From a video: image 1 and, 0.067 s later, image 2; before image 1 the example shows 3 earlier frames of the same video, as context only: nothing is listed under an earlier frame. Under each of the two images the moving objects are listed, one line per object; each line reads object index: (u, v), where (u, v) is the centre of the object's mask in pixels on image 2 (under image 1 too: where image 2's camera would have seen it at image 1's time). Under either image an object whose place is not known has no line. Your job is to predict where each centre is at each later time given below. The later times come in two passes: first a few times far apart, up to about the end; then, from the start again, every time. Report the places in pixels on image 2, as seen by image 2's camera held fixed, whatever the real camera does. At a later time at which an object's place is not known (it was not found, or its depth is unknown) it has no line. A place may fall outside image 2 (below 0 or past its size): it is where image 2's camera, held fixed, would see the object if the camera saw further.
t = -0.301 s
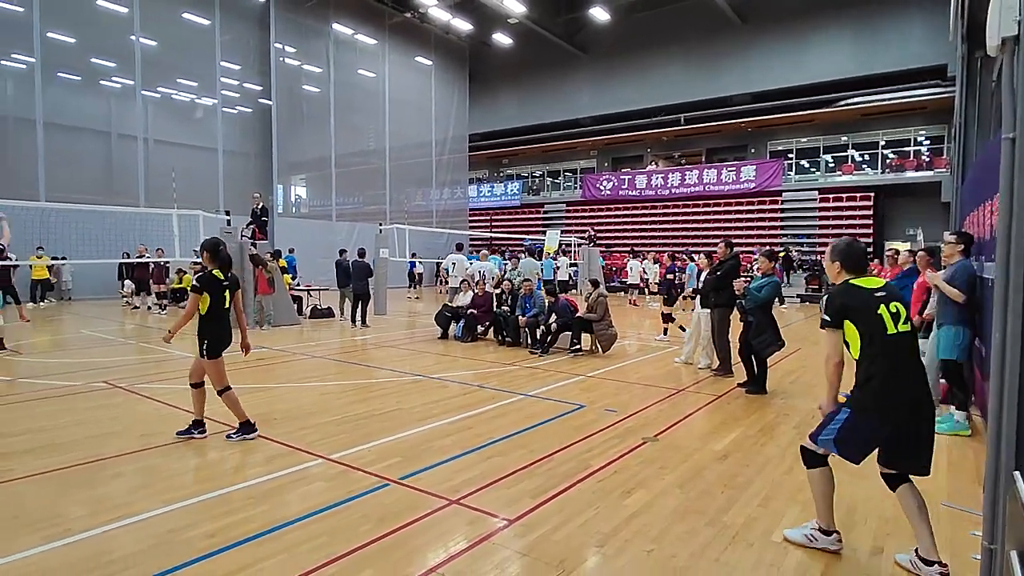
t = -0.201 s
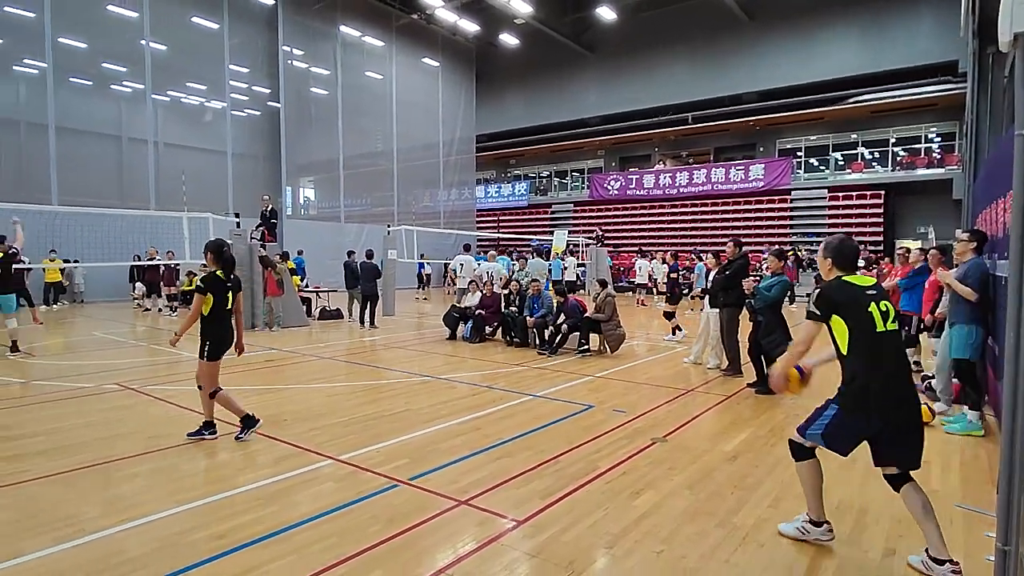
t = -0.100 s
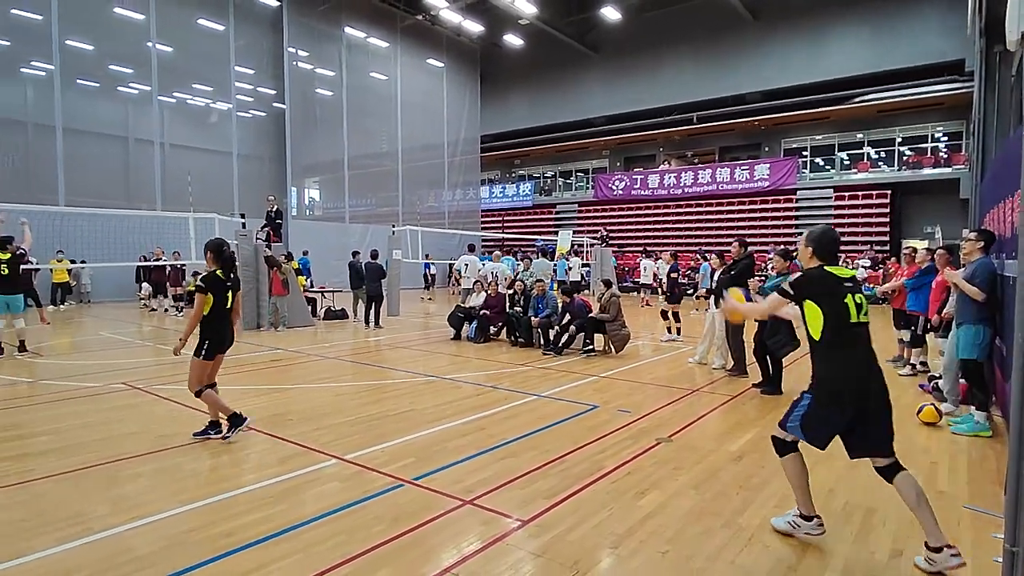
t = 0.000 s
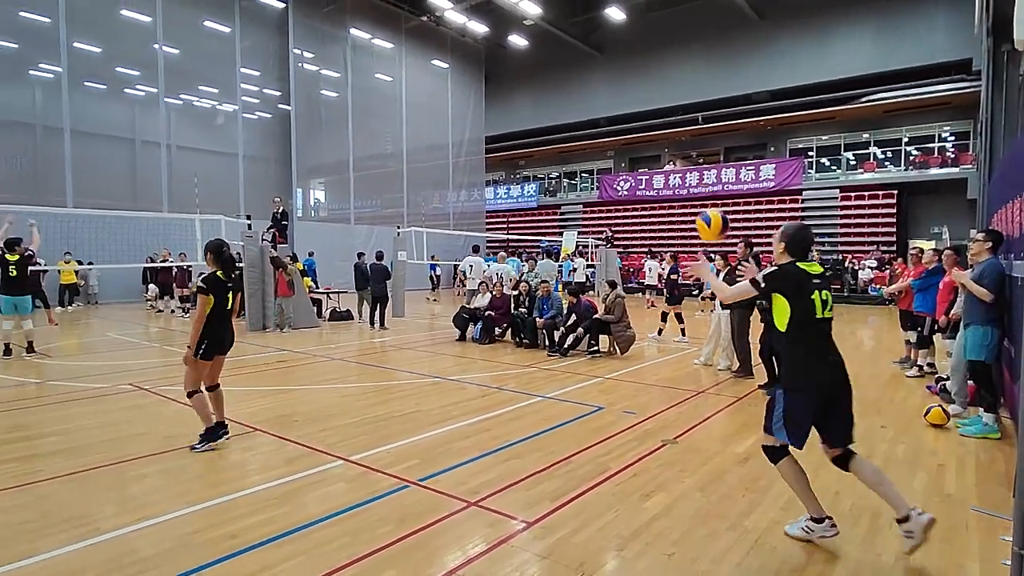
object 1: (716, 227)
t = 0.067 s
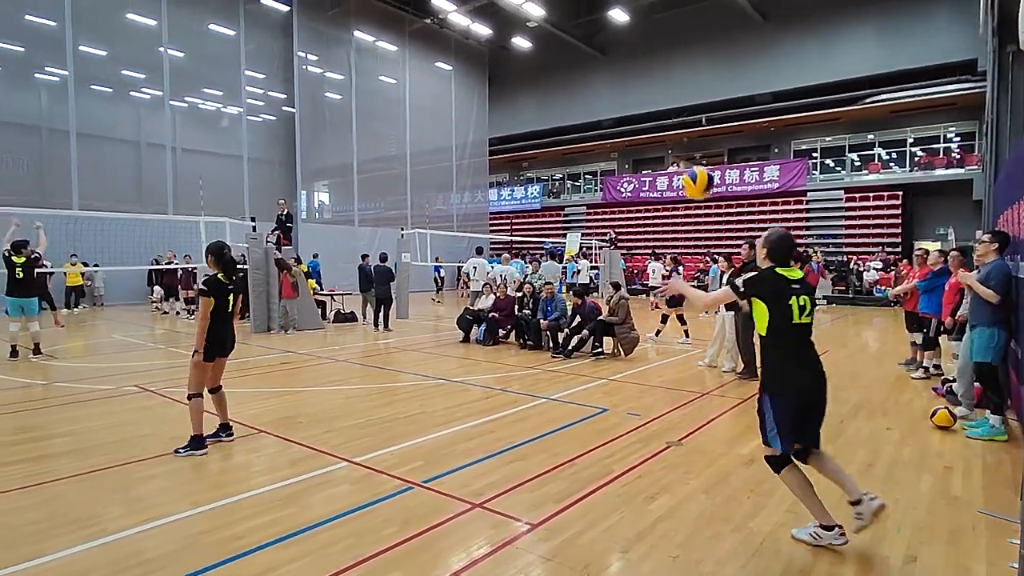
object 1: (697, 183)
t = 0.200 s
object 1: (661, 118)
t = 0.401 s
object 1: (611, 74)
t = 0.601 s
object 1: (566, 85)
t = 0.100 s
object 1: (688, 163)
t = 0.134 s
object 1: (679, 147)
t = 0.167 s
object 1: (670, 132)
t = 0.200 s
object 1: (661, 118)
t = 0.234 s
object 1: (653, 106)
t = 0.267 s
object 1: (644, 96)
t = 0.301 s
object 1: (635, 88)
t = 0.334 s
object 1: (627, 82)
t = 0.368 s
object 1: (619, 77)
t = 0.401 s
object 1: (611, 74)
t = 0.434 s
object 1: (603, 71)
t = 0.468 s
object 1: (596, 71)
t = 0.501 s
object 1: (588, 72)
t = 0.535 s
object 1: (581, 75)
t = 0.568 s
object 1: (574, 79)
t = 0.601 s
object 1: (566, 85)
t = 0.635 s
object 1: (559, 91)
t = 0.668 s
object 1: (551, 99)
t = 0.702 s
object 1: (544, 109)
